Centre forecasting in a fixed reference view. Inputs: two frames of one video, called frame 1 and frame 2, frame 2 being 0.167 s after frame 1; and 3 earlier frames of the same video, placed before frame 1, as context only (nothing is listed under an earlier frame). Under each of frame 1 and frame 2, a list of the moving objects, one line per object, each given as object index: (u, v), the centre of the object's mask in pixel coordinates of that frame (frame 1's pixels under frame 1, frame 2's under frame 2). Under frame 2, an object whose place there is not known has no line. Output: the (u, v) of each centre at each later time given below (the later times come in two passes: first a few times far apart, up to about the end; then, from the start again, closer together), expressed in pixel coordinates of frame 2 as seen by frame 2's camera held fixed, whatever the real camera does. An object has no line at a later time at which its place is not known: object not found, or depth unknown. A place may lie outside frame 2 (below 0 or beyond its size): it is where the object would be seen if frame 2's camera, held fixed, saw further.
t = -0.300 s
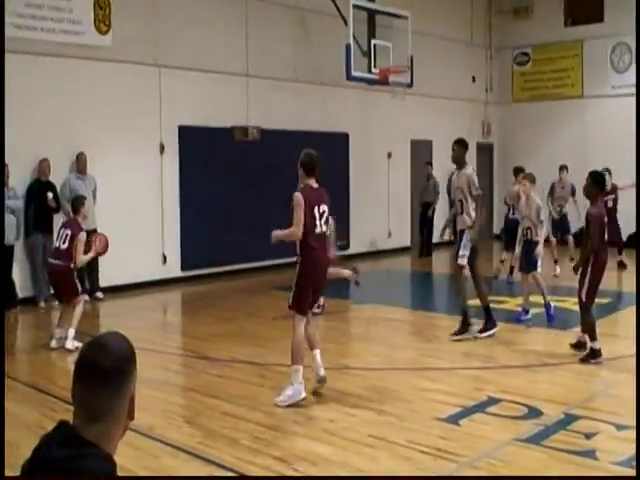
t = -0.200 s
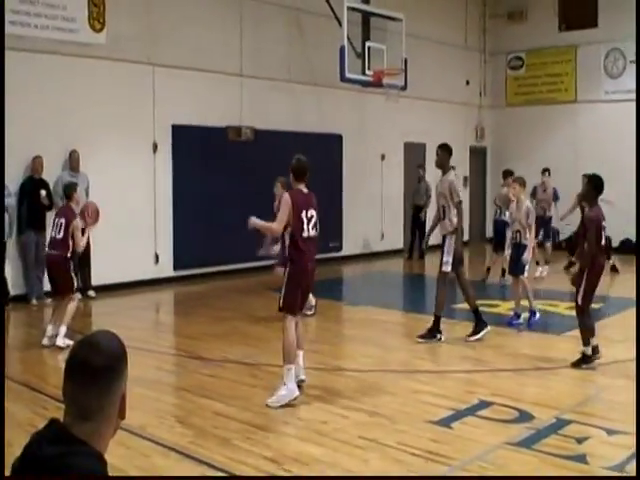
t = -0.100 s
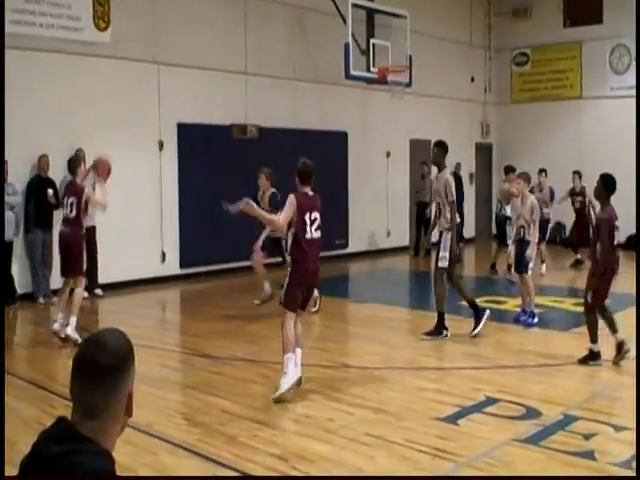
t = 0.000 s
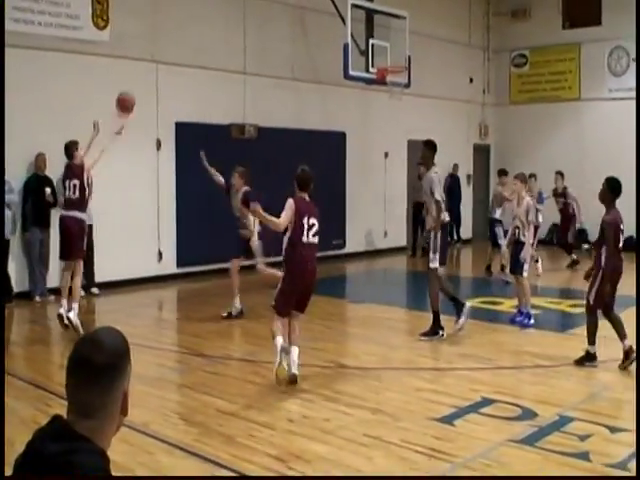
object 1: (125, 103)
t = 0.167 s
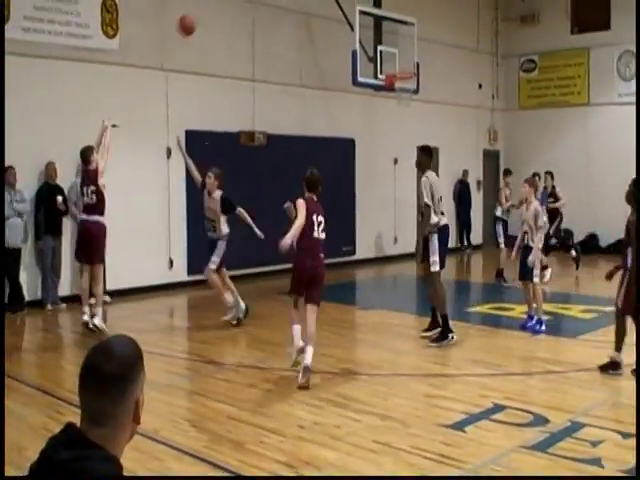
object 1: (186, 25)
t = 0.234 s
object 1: (207, 3)
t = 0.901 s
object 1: (354, -12)
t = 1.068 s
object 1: (382, 26)
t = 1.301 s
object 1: (409, 67)
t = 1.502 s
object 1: (427, 82)
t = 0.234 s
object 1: (207, 3)
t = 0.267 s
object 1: (217, -3)
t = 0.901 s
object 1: (354, -12)
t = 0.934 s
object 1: (360, -9)
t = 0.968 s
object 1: (365, -2)
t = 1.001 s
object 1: (370, 7)
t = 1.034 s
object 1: (376, 17)
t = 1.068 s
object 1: (382, 26)
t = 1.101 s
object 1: (386, 38)
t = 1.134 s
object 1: (391, 51)
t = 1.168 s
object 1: (396, 62)
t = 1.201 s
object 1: (401, 68)
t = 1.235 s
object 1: (403, 67)
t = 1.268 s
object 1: (406, 67)
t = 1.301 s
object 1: (409, 67)
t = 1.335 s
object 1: (412, 68)
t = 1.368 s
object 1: (415, 69)
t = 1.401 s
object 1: (419, 71)
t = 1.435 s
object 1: (423, 74)
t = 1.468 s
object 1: (424, 78)
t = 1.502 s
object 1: (427, 82)
